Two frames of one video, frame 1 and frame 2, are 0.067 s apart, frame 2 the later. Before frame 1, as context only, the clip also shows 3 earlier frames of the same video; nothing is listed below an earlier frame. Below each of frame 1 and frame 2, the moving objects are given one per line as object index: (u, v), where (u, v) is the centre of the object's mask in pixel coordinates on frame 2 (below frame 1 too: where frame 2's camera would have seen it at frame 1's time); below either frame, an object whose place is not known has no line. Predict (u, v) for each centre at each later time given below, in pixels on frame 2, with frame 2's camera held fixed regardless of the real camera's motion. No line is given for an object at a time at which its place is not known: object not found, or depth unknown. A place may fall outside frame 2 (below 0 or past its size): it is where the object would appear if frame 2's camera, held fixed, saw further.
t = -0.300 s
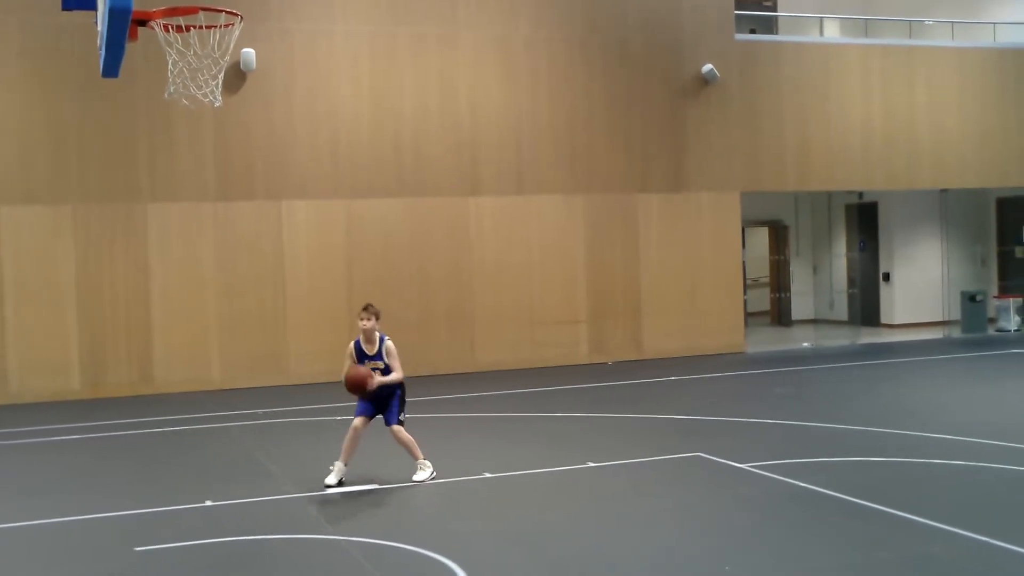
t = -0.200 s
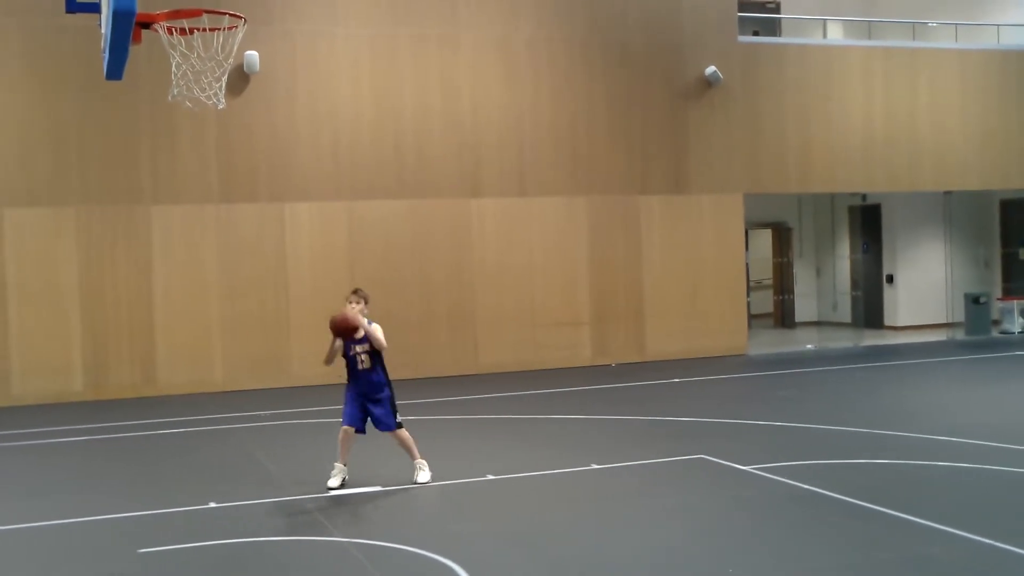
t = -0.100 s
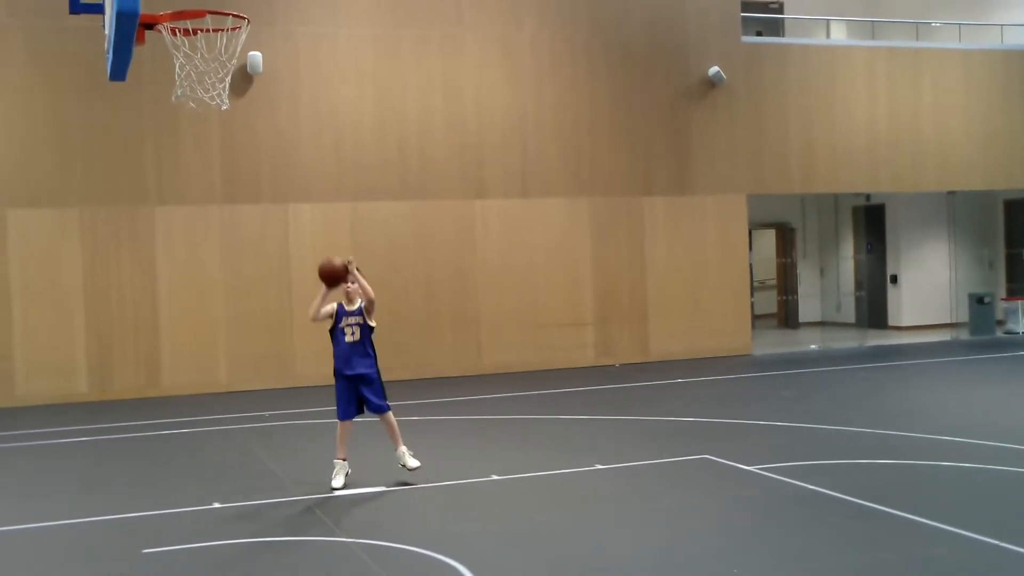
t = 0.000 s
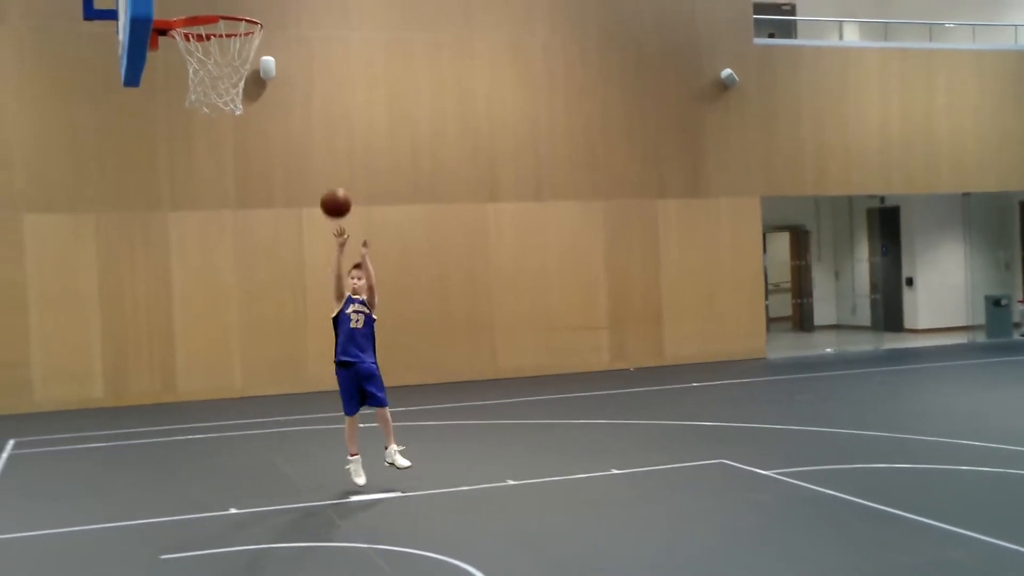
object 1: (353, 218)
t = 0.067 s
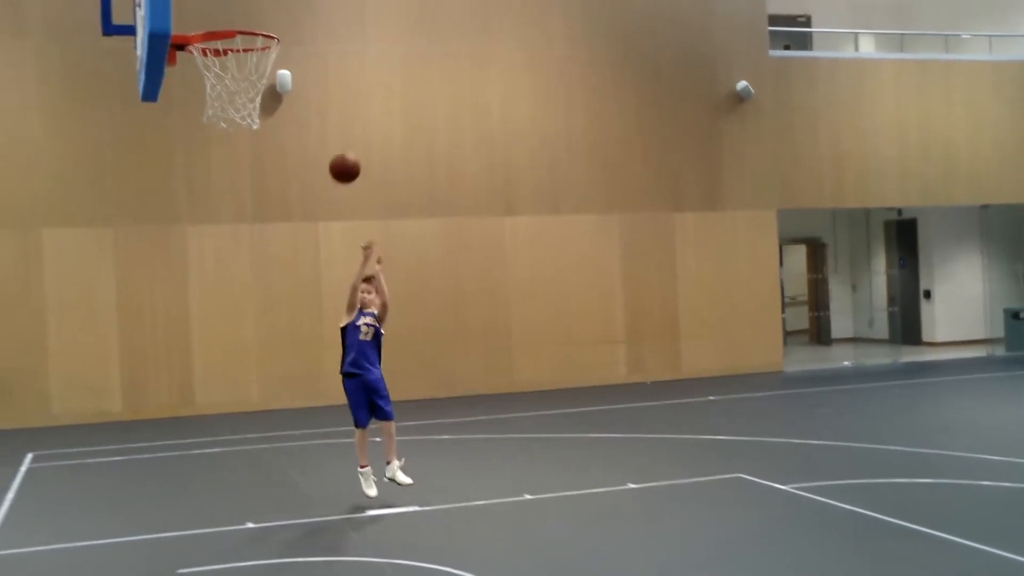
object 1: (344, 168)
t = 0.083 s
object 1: (343, 158)
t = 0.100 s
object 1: (340, 147)
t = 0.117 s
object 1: (339, 136)
